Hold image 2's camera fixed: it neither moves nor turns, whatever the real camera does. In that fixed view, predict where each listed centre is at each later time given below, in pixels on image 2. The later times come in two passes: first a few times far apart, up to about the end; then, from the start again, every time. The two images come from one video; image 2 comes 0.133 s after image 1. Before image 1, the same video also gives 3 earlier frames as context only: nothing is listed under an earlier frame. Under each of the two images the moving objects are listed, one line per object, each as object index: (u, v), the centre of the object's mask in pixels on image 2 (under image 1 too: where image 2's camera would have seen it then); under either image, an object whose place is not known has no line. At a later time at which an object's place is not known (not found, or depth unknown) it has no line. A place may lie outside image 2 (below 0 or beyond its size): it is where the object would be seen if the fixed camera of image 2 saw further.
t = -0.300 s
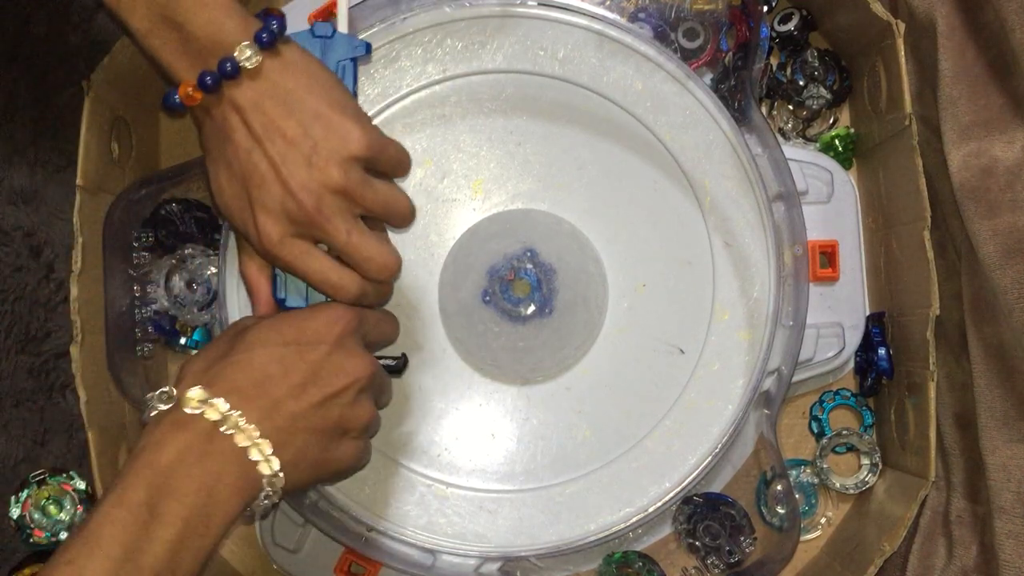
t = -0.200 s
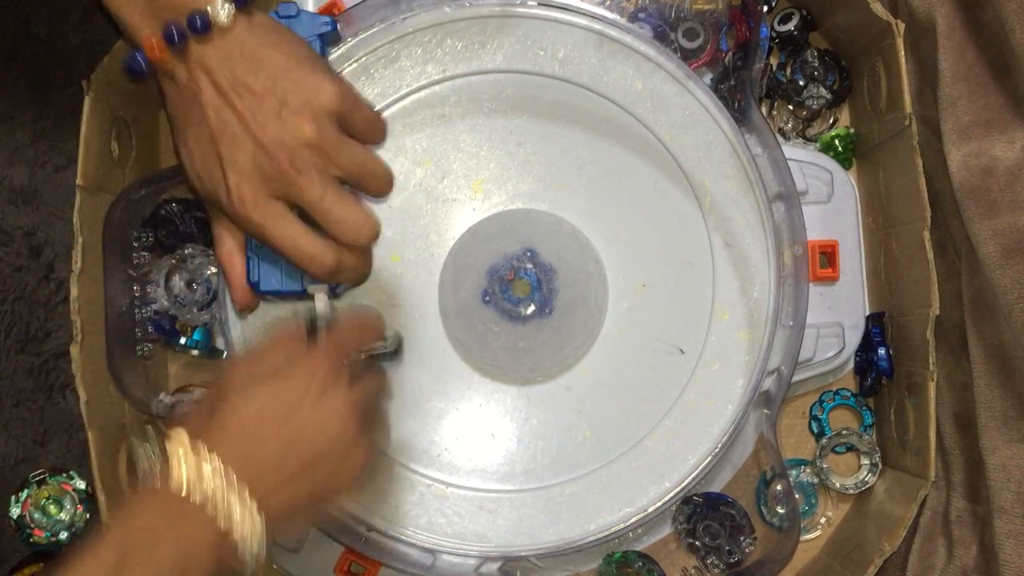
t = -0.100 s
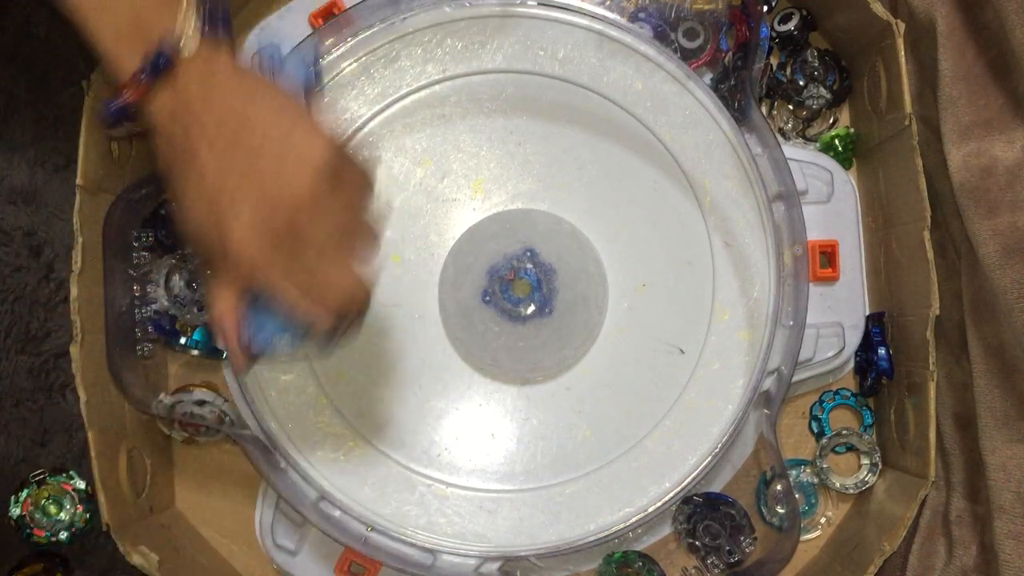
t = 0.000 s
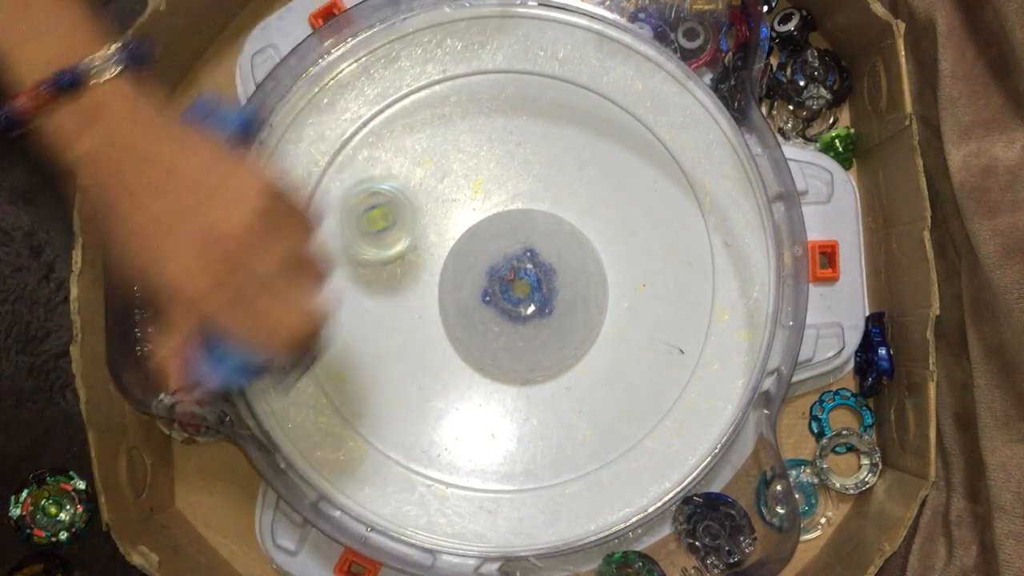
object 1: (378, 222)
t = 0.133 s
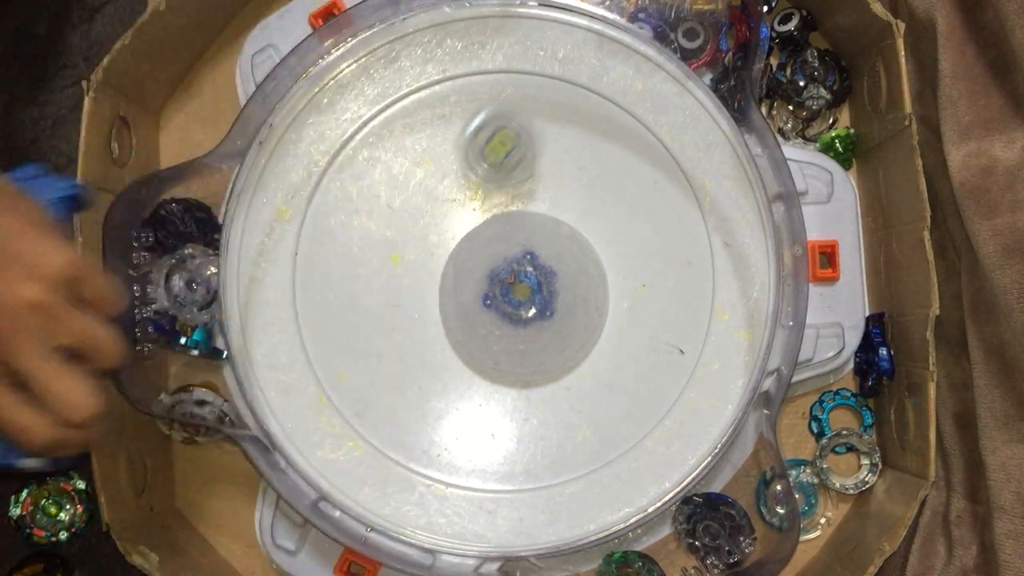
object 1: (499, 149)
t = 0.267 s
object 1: (578, 87)
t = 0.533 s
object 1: (632, 210)
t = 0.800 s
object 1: (632, 252)
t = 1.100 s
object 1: (619, 227)
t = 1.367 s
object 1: (600, 181)
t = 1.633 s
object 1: (579, 182)
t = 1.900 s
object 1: (623, 200)
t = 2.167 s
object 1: (676, 201)
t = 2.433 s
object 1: (682, 230)
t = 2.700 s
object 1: (654, 289)
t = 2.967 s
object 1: (628, 369)
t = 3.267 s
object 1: (598, 432)
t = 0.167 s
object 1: (525, 118)
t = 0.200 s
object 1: (545, 100)
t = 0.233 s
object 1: (567, 81)
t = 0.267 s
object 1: (578, 87)
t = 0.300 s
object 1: (587, 100)
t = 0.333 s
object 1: (592, 118)
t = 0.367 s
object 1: (596, 138)
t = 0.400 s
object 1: (595, 165)
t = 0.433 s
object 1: (592, 191)
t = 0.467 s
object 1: (599, 202)
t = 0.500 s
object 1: (617, 205)
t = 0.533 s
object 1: (632, 210)
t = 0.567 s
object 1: (643, 214)
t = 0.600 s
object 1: (650, 219)
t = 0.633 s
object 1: (652, 226)
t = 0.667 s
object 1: (653, 232)
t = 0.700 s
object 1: (647, 240)
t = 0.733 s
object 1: (638, 245)
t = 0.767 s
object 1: (628, 253)
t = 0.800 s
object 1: (632, 252)
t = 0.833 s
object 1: (641, 248)
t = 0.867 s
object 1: (646, 245)
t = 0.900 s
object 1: (648, 243)
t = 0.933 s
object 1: (647, 240)
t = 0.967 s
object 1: (641, 239)
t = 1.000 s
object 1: (633, 238)
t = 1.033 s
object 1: (623, 238)
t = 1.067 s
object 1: (621, 233)
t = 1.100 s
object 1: (619, 227)
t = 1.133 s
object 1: (616, 223)
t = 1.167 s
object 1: (611, 219)
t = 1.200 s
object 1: (607, 215)
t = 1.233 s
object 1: (607, 208)
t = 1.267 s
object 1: (608, 198)
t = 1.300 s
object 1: (606, 191)
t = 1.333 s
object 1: (603, 185)
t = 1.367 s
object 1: (600, 181)
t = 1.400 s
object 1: (596, 176)
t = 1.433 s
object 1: (592, 173)
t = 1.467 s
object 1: (589, 172)
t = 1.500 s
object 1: (585, 172)
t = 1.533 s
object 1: (582, 172)
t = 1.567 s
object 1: (580, 174)
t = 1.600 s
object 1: (579, 178)
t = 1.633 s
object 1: (579, 182)
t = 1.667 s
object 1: (579, 185)
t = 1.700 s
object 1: (580, 190)
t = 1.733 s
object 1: (583, 195)
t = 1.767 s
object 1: (588, 198)
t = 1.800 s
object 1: (597, 199)
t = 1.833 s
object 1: (605, 198)
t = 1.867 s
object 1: (614, 199)
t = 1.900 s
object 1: (623, 200)
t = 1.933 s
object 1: (631, 201)
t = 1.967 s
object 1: (640, 201)
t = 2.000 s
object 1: (648, 201)
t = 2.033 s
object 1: (655, 202)
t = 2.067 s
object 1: (663, 202)
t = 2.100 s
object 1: (668, 201)
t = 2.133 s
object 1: (672, 202)
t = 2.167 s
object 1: (676, 201)
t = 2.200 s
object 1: (679, 203)
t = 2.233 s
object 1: (681, 205)
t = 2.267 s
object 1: (683, 208)
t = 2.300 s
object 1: (684, 211)
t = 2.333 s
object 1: (684, 215)
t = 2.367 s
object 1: (684, 219)
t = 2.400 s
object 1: (683, 224)
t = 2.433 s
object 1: (682, 230)
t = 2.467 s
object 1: (679, 234)
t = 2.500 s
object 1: (677, 241)
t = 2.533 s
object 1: (673, 248)
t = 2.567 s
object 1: (671, 252)
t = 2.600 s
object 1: (667, 260)
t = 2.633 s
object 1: (662, 272)
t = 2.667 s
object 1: (658, 280)
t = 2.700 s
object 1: (654, 289)
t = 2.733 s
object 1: (648, 298)
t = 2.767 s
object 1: (642, 308)
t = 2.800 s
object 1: (638, 318)
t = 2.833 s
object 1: (637, 330)
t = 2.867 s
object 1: (636, 340)
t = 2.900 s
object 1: (633, 351)
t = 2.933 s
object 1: (632, 360)
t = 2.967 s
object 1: (628, 369)
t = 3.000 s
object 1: (624, 376)
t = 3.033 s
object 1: (621, 382)
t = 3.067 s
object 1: (615, 388)
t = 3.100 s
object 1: (610, 392)
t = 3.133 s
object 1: (603, 395)
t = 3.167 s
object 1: (599, 395)
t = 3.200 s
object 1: (592, 403)
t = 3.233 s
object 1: (596, 418)
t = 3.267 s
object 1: (598, 432)
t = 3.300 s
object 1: (601, 445)
